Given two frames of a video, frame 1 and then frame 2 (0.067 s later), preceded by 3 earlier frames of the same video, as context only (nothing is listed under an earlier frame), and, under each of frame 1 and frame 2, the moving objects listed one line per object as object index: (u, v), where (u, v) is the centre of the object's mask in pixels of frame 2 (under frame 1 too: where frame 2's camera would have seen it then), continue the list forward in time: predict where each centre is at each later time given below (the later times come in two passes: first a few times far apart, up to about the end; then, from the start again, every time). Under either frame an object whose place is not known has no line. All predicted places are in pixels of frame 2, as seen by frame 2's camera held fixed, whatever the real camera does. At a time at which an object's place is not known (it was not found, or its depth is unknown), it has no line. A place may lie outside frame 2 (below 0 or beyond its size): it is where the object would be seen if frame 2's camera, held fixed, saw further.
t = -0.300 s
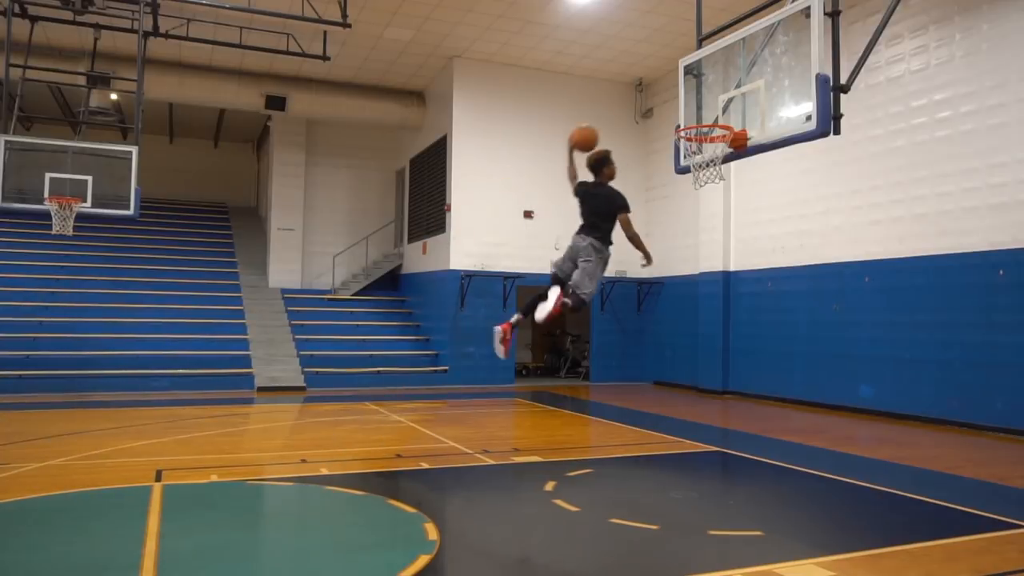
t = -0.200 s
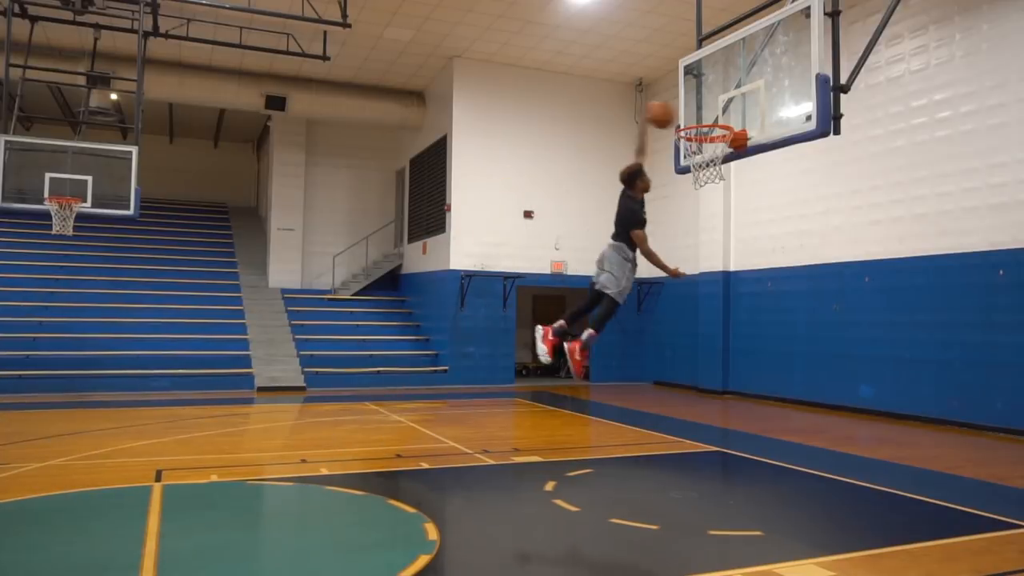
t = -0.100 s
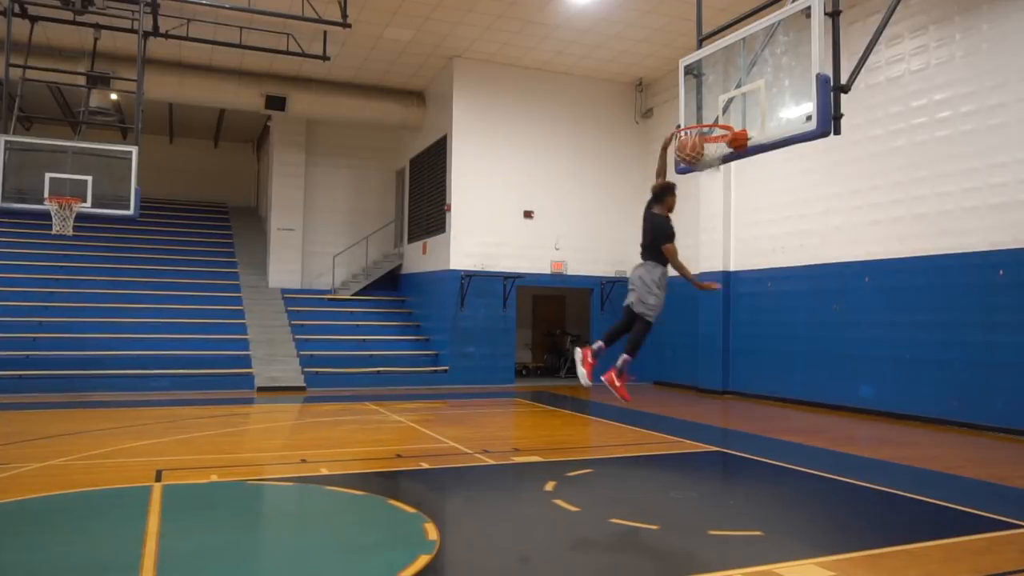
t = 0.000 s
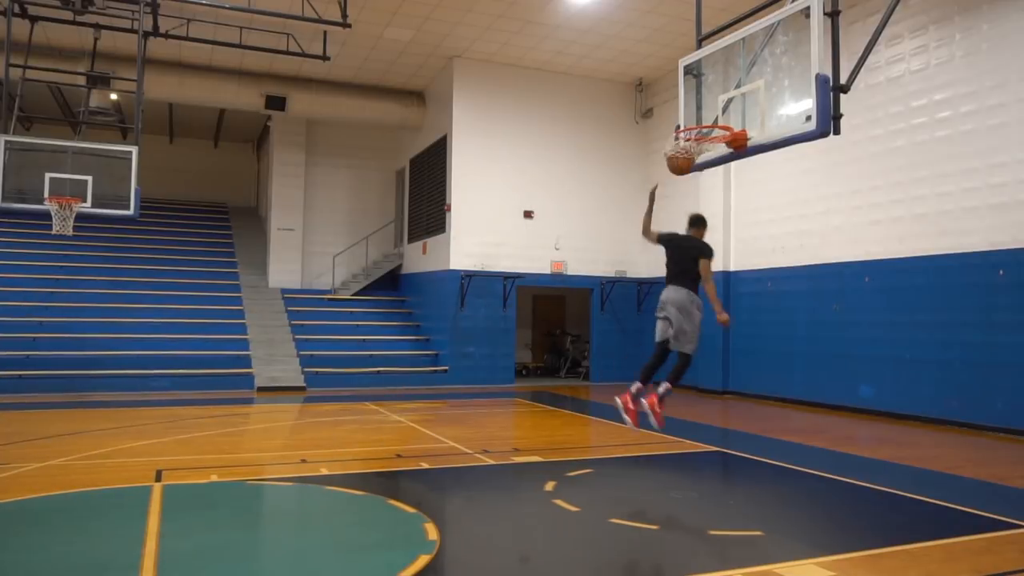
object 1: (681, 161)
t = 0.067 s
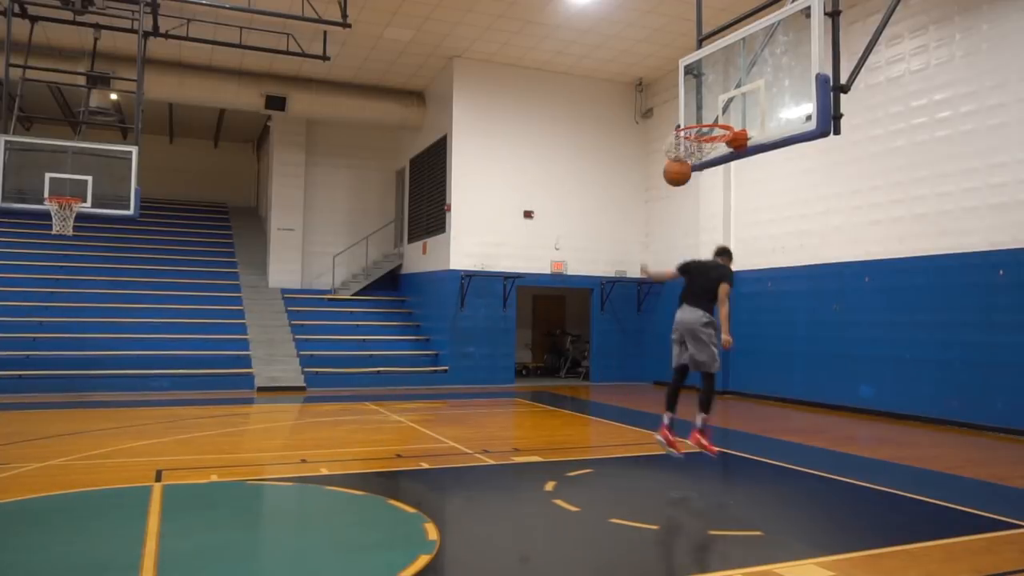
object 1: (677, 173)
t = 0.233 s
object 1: (669, 221)
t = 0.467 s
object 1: (657, 332)
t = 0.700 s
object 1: (649, 444)
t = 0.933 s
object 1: (671, 341)
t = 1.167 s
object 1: (691, 299)
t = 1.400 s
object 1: (710, 308)
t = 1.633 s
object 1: (728, 367)
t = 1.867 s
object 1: (743, 429)
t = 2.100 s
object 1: (758, 368)
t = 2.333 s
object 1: (772, 356)
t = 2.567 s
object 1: (785, 390)
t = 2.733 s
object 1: (793, 433)
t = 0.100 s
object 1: (675, 180)
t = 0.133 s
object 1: (674, 188)
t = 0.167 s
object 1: (672, 198)
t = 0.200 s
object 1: (670, 209)
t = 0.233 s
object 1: (669, 221)
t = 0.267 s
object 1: (667, 234)
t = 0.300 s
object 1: (665, 248)
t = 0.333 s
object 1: (664, 262)
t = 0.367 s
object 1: (662, 279)
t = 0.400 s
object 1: (661, 295)
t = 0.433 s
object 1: (659, 313)
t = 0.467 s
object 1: (657, 332)
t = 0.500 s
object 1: (655, 352)
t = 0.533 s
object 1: (654, 373)
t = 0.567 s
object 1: (651, 395)
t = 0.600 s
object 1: (650, 417)
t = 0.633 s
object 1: (647, 443)
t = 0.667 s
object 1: (646, 463)
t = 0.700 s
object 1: (649, 444)
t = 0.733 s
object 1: (653, 425)
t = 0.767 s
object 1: (656, 407)
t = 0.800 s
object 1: (659, 391)
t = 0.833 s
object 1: (662, 377)
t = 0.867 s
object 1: (665, 364)
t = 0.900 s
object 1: (669, 352)
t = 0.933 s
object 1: (671, 341)
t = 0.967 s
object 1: (674, 334)
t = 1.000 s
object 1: (677, 325)
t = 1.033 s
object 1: (679, 318)
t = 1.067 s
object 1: (683, 311)
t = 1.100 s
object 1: (685, 306)
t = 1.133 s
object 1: (688, 302)
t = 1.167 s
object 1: (691, 299)
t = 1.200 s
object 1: (694, 297)
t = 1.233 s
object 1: (697, 297)
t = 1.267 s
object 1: (700, 297)
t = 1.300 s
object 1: (702, 298)
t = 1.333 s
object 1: (705, 301)
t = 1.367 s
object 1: (707, 304)
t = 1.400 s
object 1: (710, 308)
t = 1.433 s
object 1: (713, 314)
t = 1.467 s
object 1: (715, 321)
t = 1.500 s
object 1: (718, 328)
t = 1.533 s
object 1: (720, 336)
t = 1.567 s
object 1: (723, 346)
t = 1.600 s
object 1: (725, 356)
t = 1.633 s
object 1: (728, 367)
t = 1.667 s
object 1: (730, 379)
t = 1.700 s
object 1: (732, 392)
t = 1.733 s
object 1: (734, 406)
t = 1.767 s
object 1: (737, 422)
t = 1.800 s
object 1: (739, 437)
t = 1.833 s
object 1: (741, 441)
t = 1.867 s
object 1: (743, 429)
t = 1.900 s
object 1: (745, 417)
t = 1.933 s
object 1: (748, 406)
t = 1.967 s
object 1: (750, 396)
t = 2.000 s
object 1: (752, 387)
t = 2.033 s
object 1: (754, 380)
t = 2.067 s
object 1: (756, 373)
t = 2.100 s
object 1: (758, 368)
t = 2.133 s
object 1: (760, 363)
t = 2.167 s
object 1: (762, 360)
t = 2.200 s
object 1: (764, 357)
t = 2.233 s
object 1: (766, 355)
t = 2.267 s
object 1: (768, 355)
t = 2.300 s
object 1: (770, 355)
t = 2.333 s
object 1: (772, 356)
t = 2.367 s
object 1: (774, 358)
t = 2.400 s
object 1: (776, 361)
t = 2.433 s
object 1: (778, 365)
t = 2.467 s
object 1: (779, 370)
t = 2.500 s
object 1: (781, 376)
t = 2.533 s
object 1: (783, 382)
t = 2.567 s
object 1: (785, 390)
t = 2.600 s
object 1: (786, 399)
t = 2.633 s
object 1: (788, 409)
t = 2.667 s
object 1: (790, 419)
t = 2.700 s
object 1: (791, 430)
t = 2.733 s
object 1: (793, 433)
